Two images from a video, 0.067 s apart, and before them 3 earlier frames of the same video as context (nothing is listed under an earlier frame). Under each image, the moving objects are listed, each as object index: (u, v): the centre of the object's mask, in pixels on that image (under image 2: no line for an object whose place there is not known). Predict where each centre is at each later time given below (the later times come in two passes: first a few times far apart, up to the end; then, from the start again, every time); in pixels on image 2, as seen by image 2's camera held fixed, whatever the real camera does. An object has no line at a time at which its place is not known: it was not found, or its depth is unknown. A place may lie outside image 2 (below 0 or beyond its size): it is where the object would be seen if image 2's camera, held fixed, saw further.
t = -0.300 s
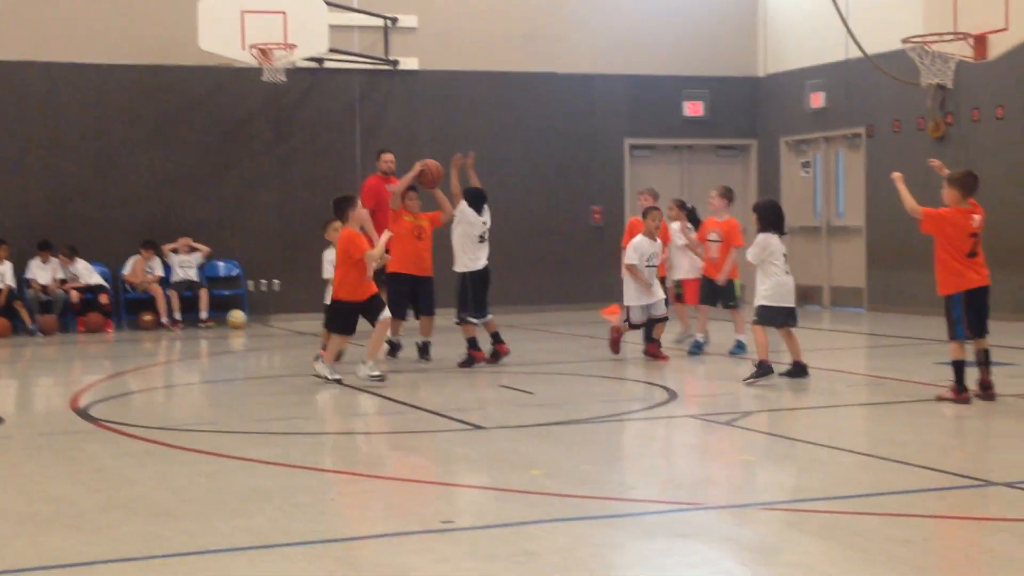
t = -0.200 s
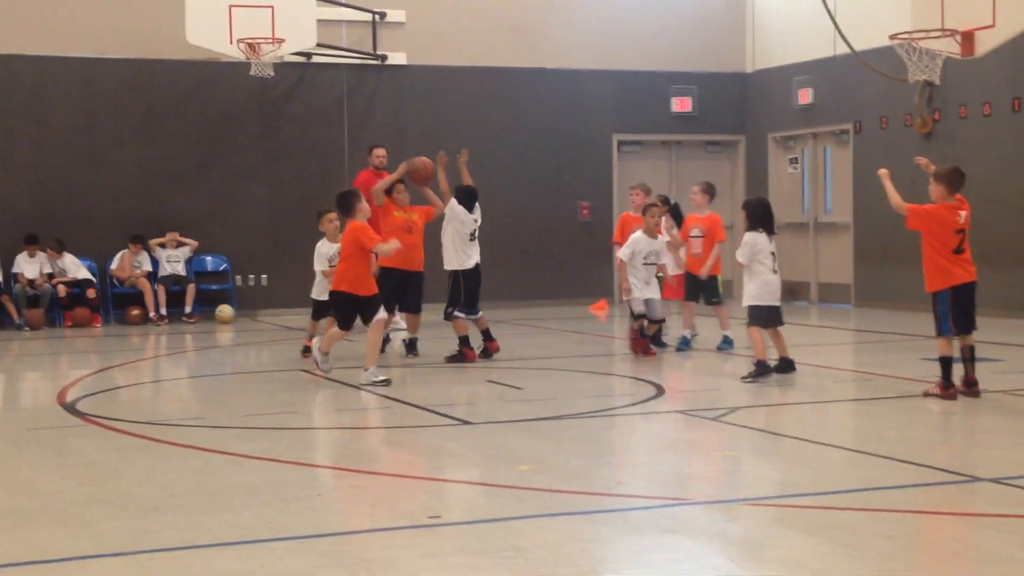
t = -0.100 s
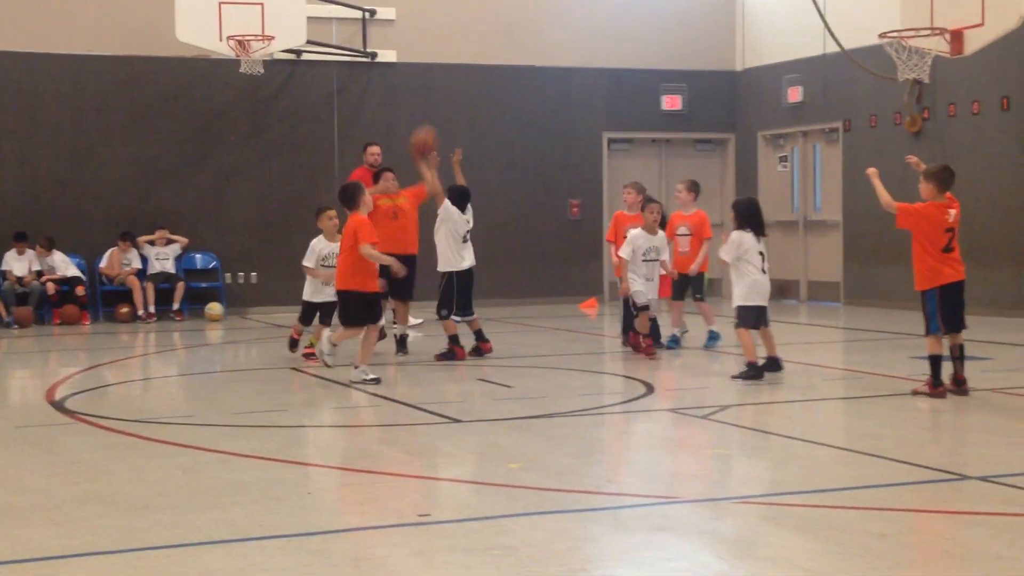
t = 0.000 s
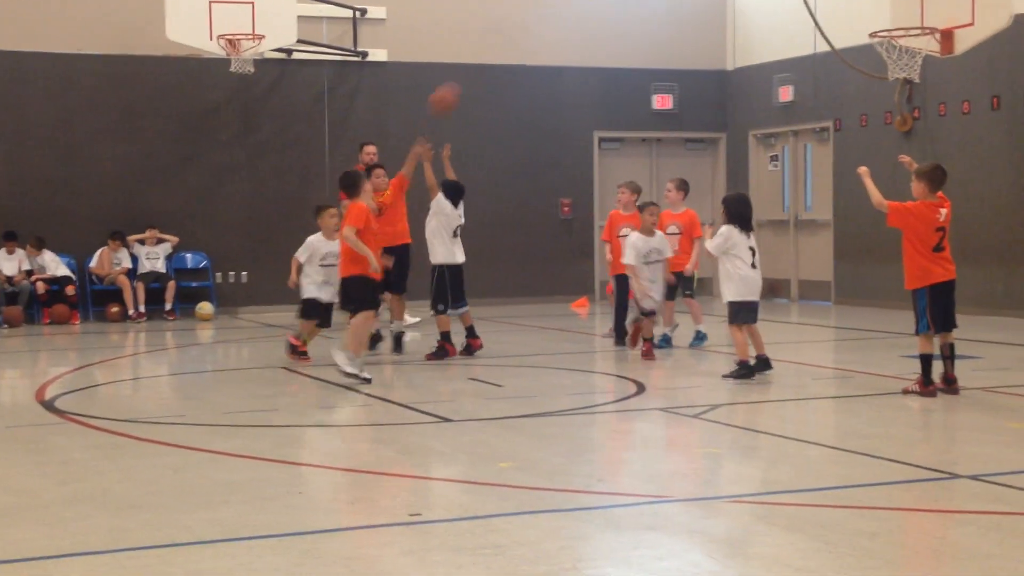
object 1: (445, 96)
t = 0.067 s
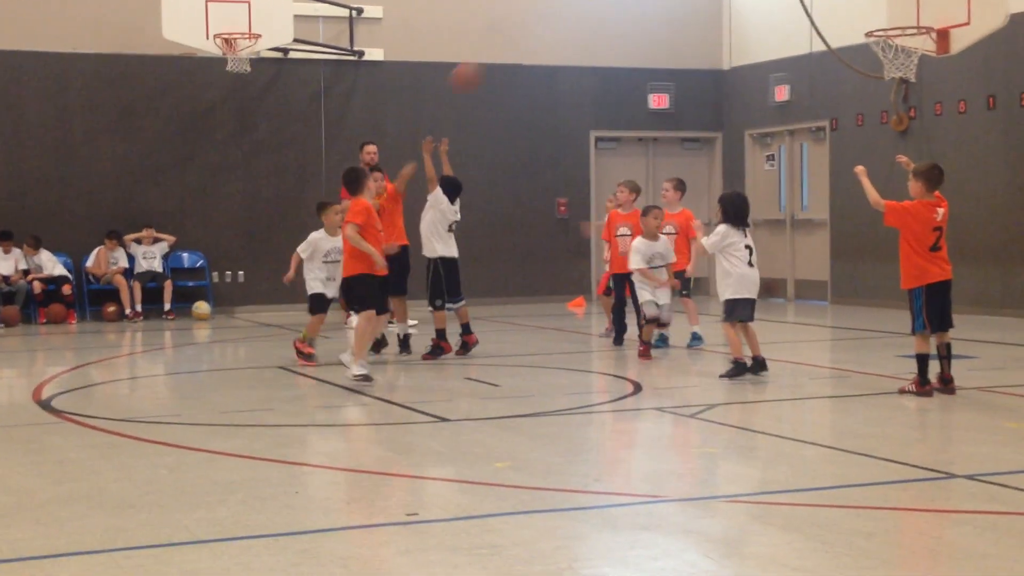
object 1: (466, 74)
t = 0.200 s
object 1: (520, 45)
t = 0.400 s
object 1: (609, 39)
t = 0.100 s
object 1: (479, 65)
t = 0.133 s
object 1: (493, 55)
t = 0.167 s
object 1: (507, 49)
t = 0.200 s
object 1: (520, 45)
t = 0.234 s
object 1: (534, 41)
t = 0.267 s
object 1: (549, 37)
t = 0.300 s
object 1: (563, 35)
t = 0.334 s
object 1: (578, 36)
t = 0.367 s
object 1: (593, 37)
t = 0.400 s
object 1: (609, 39)
